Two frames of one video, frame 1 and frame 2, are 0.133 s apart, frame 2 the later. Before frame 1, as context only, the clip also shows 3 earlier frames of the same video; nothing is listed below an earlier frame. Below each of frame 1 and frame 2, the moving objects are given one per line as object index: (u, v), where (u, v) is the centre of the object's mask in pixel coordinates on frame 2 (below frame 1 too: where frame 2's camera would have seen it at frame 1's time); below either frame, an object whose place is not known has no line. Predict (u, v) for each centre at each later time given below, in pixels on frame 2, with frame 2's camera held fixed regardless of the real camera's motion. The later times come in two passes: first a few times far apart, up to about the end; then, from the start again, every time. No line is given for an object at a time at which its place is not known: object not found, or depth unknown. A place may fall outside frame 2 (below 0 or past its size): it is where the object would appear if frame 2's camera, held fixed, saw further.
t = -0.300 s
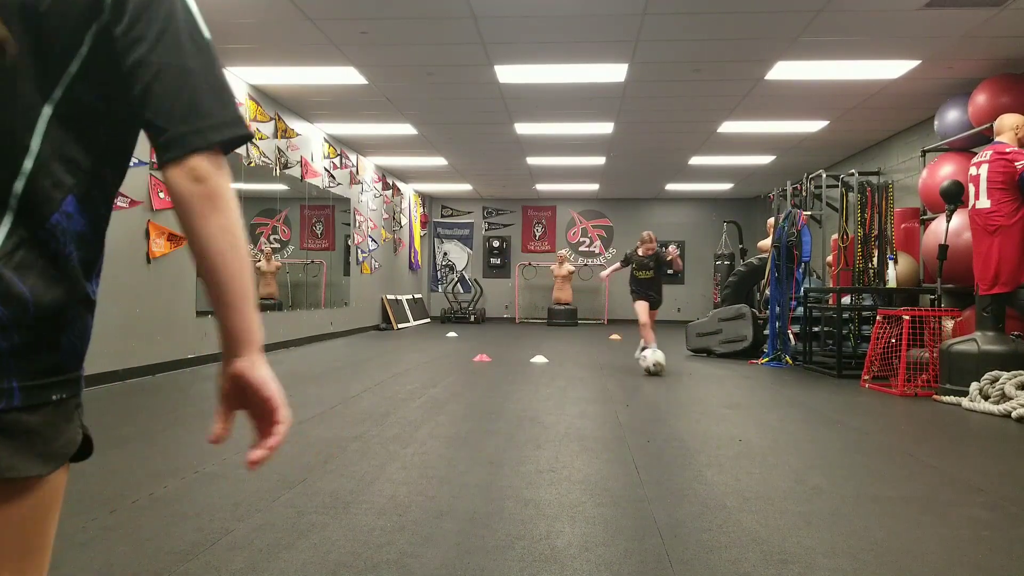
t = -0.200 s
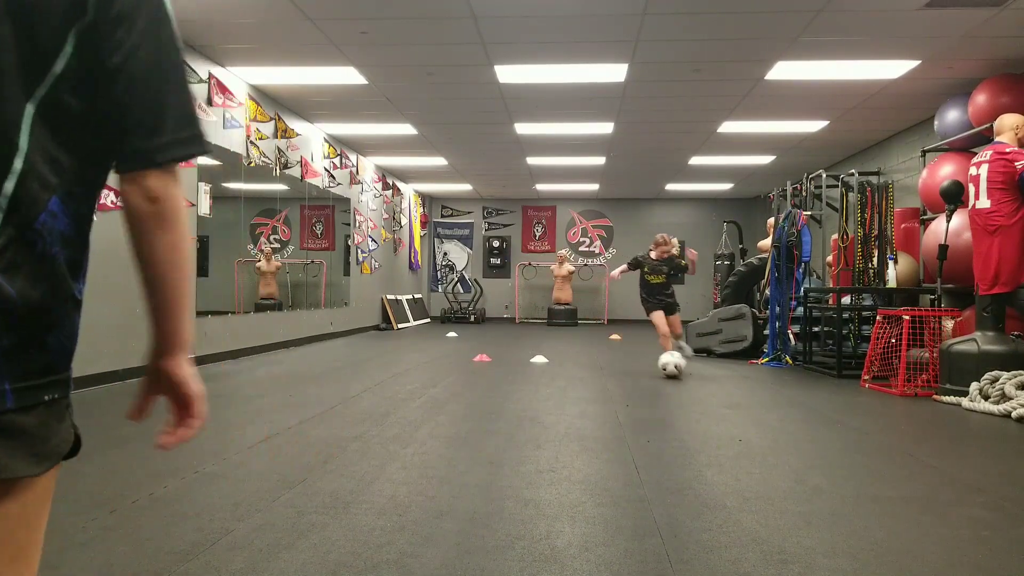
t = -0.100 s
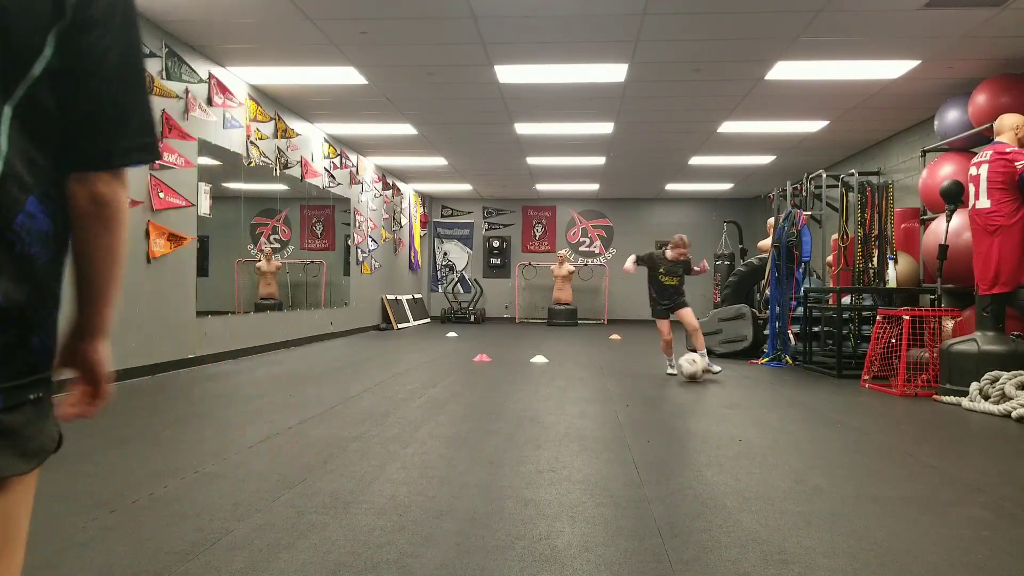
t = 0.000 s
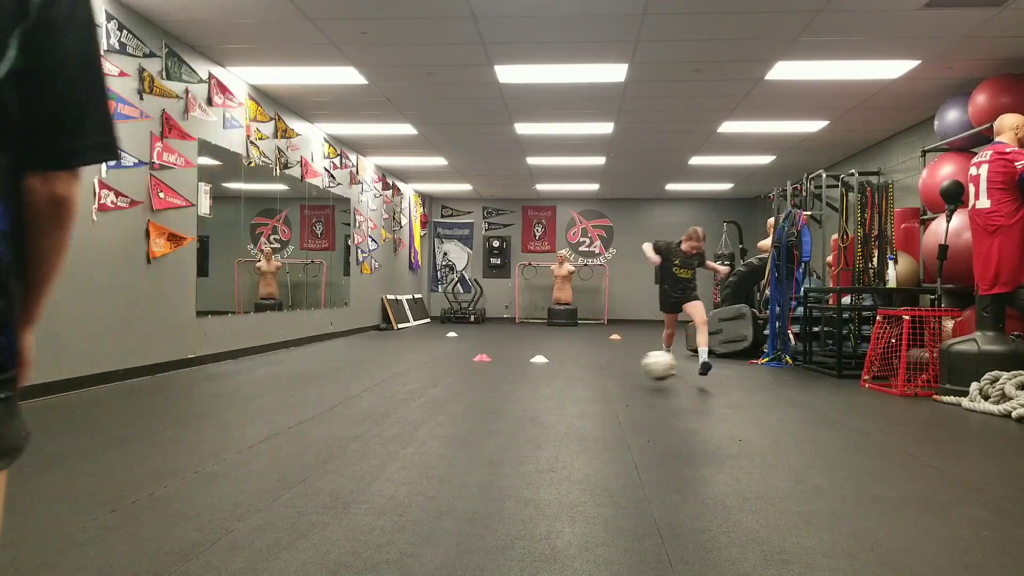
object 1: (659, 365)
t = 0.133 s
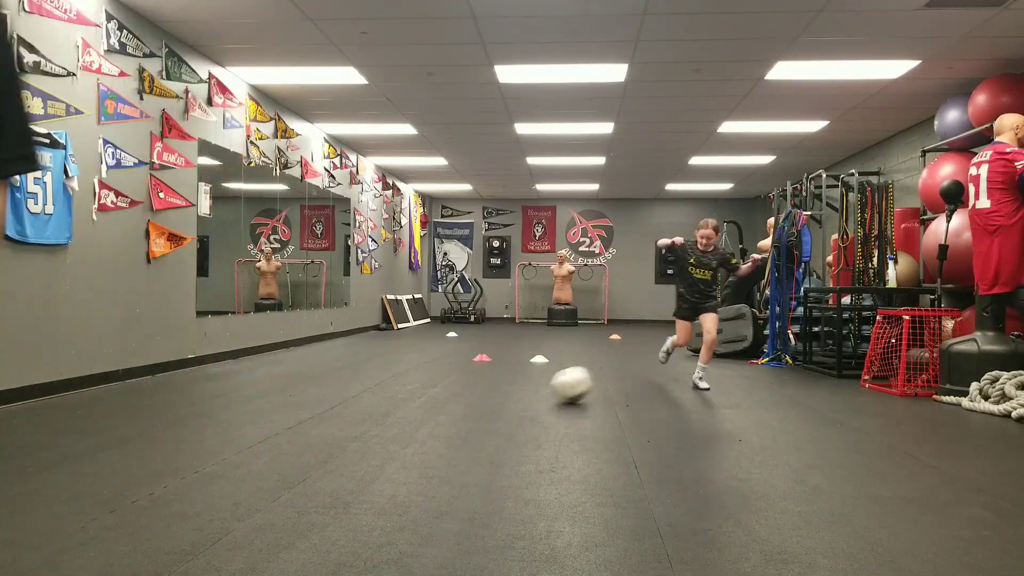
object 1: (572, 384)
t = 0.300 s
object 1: (459, 395)
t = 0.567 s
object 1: (218, 437)
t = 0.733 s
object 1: (16, 464)
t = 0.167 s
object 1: (550, 386)
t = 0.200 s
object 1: (530, 386)
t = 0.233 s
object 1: (508, 387)
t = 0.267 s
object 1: (485, 389)
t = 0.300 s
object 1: (459, 395)
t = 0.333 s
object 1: (431, 405)
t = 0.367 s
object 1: (405, 407)
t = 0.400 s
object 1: (379, 405)
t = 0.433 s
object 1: (352, 406)
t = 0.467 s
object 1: (322, 411)
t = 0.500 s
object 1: (290, 419)
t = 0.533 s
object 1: (255, 429)
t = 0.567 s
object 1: (218, 437)
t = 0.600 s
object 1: (178, 437)
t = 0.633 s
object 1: (138, 439)
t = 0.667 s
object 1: (92, 444)
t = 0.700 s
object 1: (42, 455)
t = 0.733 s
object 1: (16, 464)
